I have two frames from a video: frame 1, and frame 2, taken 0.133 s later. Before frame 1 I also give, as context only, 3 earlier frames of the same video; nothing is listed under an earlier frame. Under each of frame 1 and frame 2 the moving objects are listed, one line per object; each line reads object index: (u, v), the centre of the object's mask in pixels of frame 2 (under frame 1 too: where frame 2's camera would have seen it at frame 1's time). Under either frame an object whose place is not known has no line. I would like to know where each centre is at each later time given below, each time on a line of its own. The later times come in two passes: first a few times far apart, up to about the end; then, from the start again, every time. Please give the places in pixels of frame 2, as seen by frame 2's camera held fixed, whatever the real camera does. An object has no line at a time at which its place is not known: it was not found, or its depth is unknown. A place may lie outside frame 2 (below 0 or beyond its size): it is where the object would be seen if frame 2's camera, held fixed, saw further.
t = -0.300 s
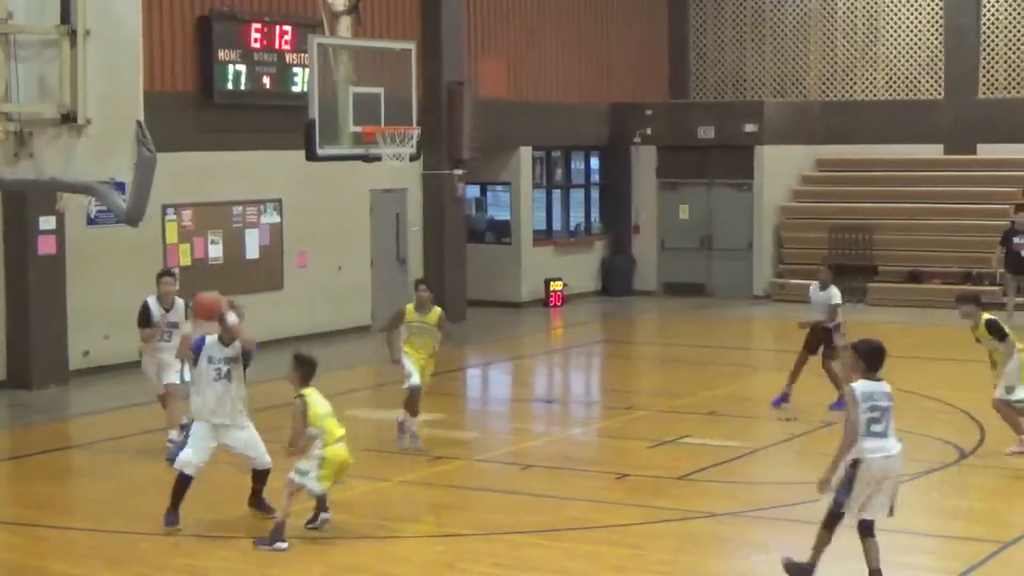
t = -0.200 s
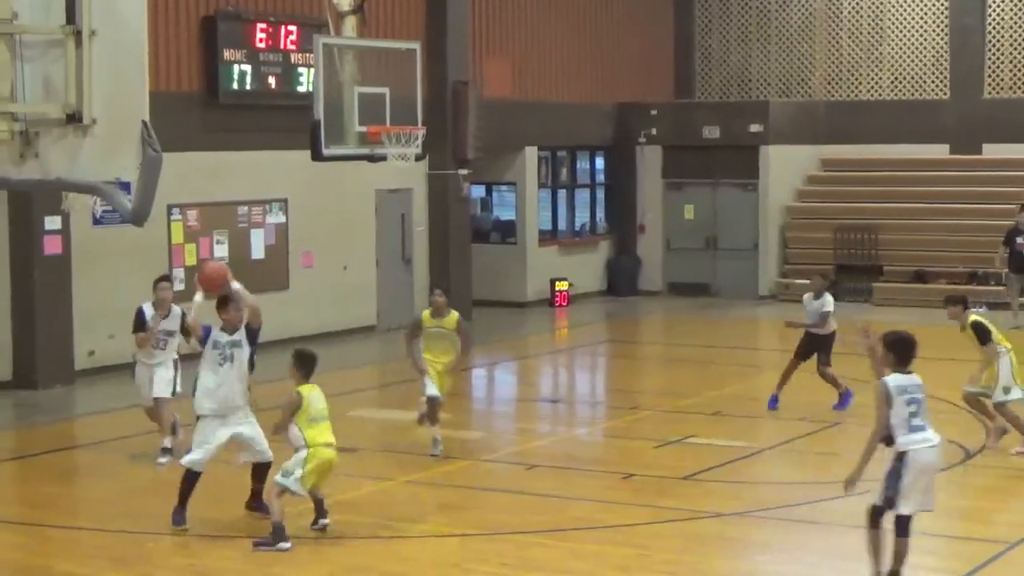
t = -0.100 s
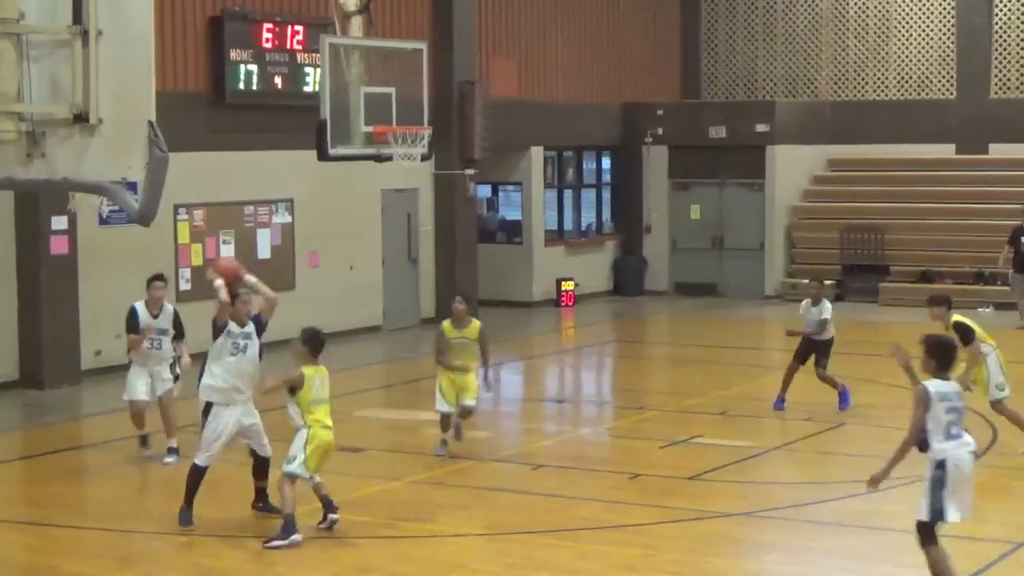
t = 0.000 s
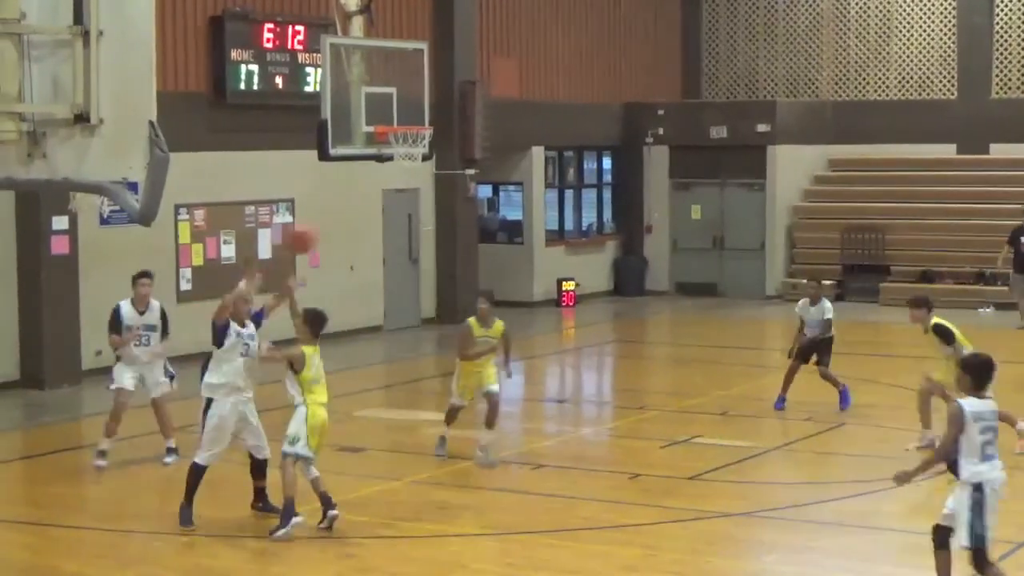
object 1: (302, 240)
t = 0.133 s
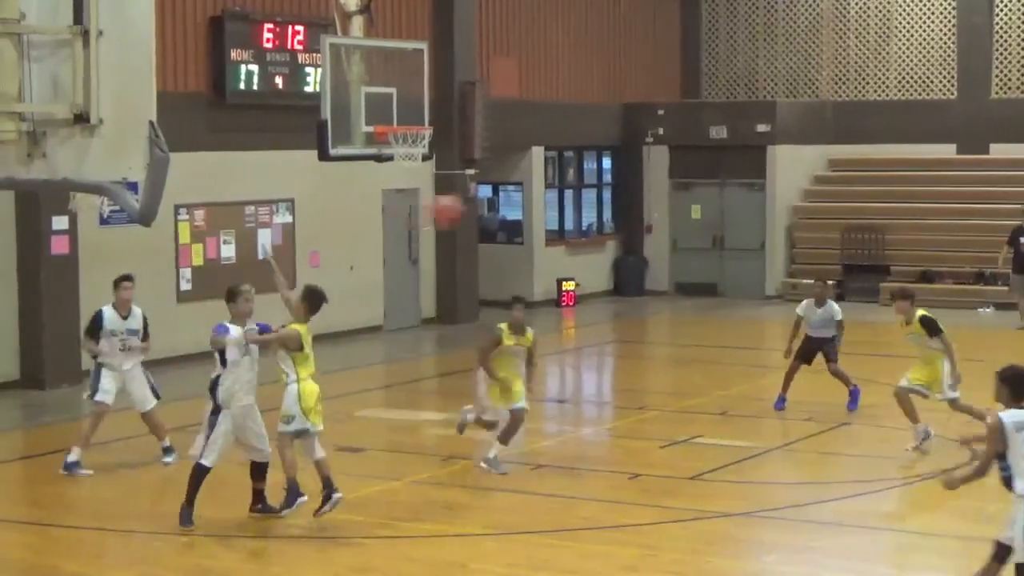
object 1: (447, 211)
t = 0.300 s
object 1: (643, 212)
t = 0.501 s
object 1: (916, 276)
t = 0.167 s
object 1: (483, 209)
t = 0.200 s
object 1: (522, 206)
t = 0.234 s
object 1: (564, 206)
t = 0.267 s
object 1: (606, 211)
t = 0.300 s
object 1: (643, 212)
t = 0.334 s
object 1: (689, 218)
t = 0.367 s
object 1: (731, 224)
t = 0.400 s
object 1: (778, 235)
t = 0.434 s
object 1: (823, 247)
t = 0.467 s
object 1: (870, 261)
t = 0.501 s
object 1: (916, 276)
